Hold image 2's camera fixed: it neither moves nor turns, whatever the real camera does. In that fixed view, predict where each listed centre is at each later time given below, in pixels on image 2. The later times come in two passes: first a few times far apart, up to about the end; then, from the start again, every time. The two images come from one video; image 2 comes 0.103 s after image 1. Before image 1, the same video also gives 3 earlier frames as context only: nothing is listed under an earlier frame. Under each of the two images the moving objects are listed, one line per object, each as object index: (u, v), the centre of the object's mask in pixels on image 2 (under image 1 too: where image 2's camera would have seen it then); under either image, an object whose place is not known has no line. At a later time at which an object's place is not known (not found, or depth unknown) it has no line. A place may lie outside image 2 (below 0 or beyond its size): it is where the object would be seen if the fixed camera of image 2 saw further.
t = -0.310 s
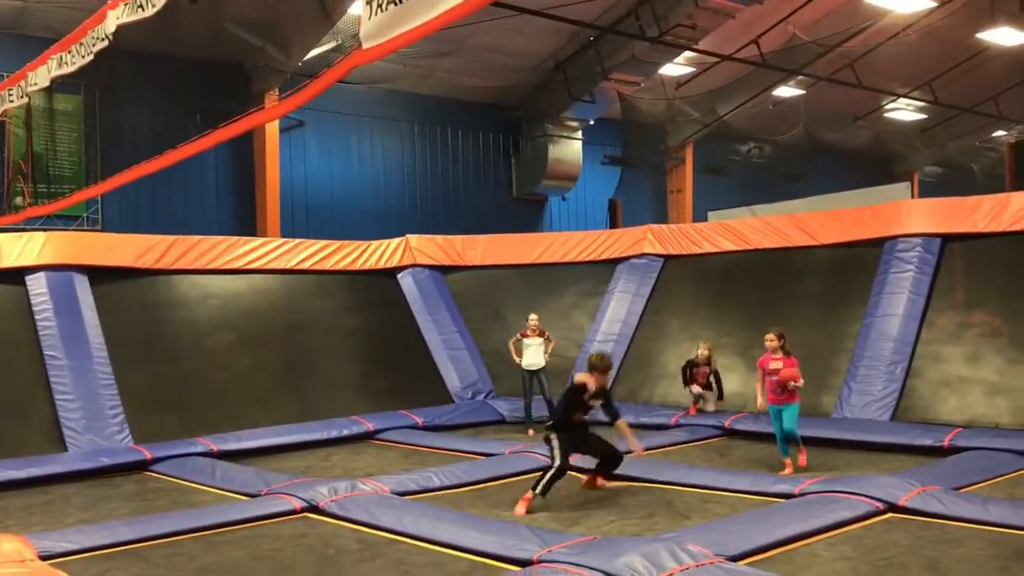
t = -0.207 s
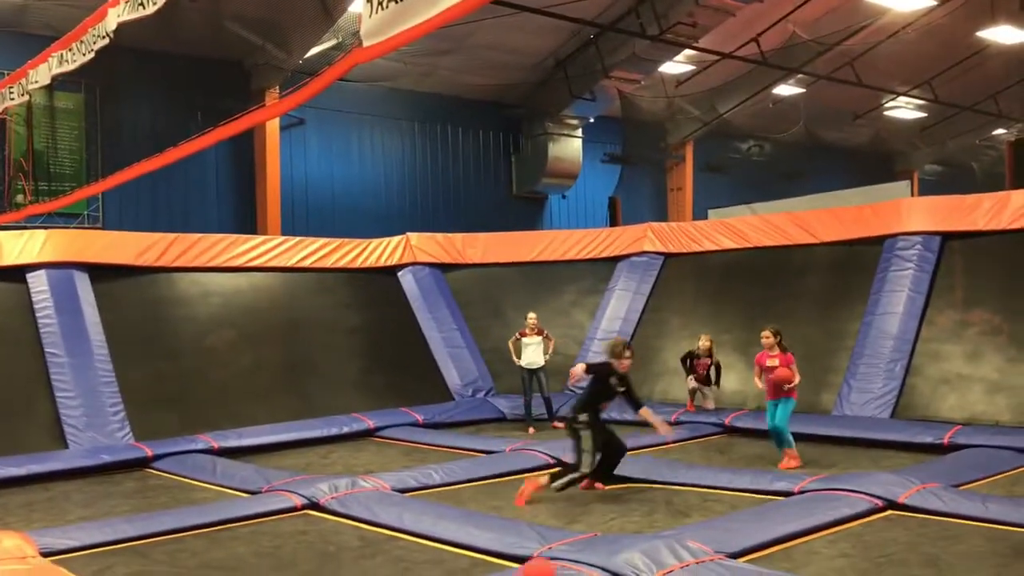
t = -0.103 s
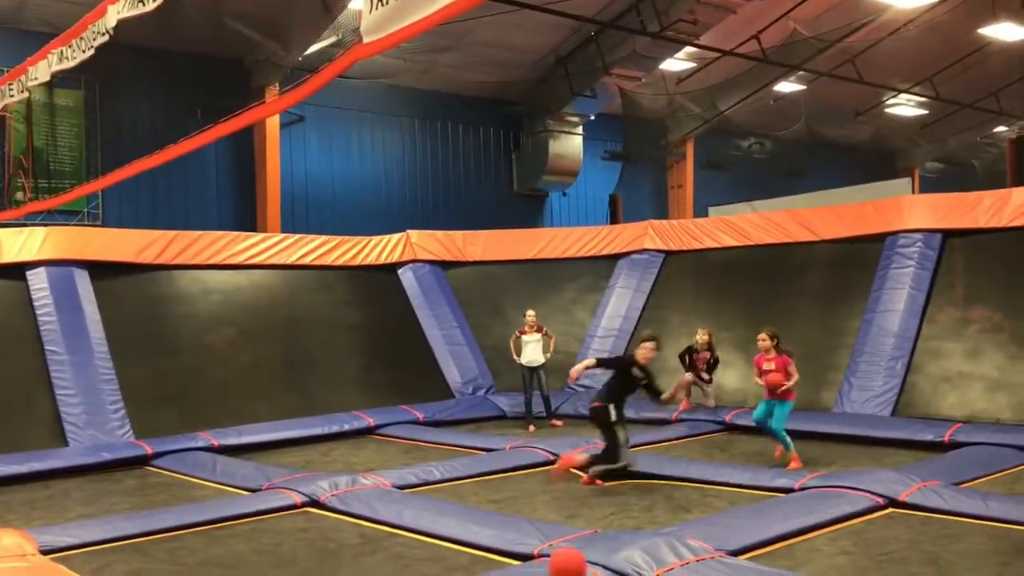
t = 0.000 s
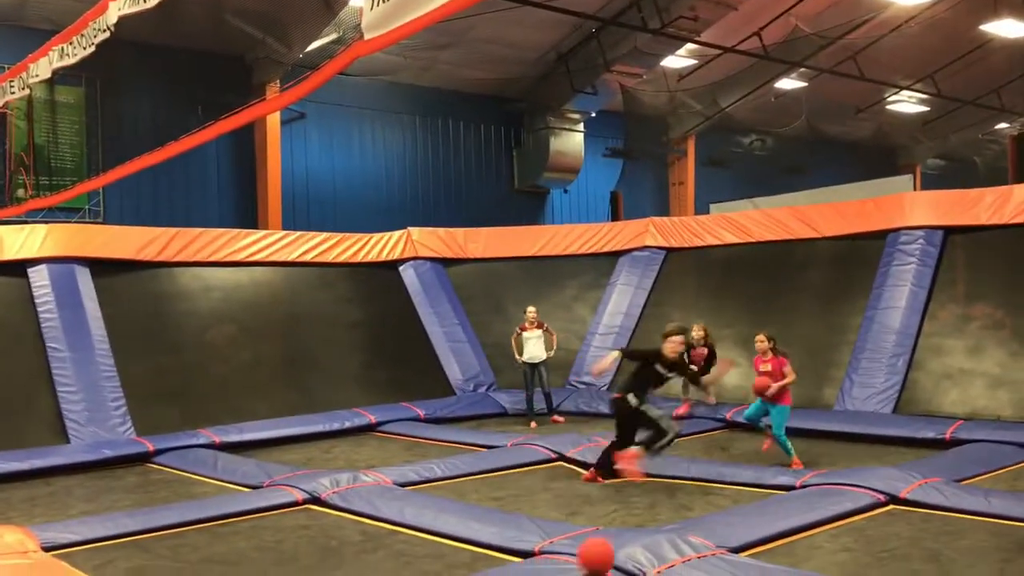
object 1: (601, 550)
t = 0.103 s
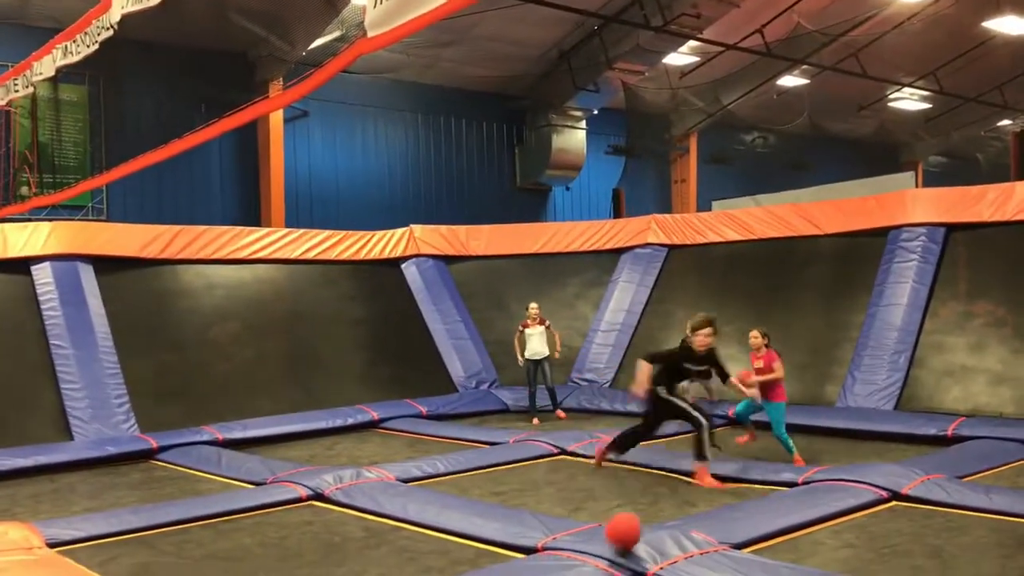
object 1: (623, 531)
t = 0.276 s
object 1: (657, 508)
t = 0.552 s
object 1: (717, 502)
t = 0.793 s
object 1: (761, 491)
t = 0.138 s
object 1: (631, 521)
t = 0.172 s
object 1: (637, 515)
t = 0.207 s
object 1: (644, 511)
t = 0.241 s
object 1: (650, 509)
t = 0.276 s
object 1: (657, 508)
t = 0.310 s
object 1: (664, 510)
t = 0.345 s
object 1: (671, 513)
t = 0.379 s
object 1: (678, 510)
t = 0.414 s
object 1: (684, 507)
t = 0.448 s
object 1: (697, 510)
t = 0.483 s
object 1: (704, 511)
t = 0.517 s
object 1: (711, 506)
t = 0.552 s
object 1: (717, 502)
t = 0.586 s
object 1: (723, 499)
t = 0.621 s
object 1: (729, 498)
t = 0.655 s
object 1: (735, 499)
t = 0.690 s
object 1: (742, 500)
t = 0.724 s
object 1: (749, 495)
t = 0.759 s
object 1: (755, 492)
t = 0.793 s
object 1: (761, 491)
